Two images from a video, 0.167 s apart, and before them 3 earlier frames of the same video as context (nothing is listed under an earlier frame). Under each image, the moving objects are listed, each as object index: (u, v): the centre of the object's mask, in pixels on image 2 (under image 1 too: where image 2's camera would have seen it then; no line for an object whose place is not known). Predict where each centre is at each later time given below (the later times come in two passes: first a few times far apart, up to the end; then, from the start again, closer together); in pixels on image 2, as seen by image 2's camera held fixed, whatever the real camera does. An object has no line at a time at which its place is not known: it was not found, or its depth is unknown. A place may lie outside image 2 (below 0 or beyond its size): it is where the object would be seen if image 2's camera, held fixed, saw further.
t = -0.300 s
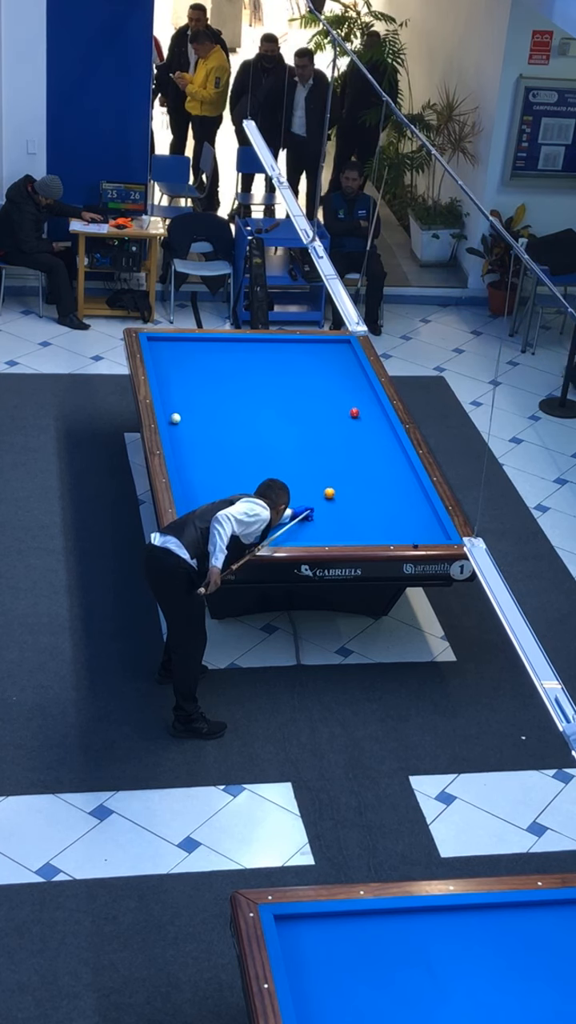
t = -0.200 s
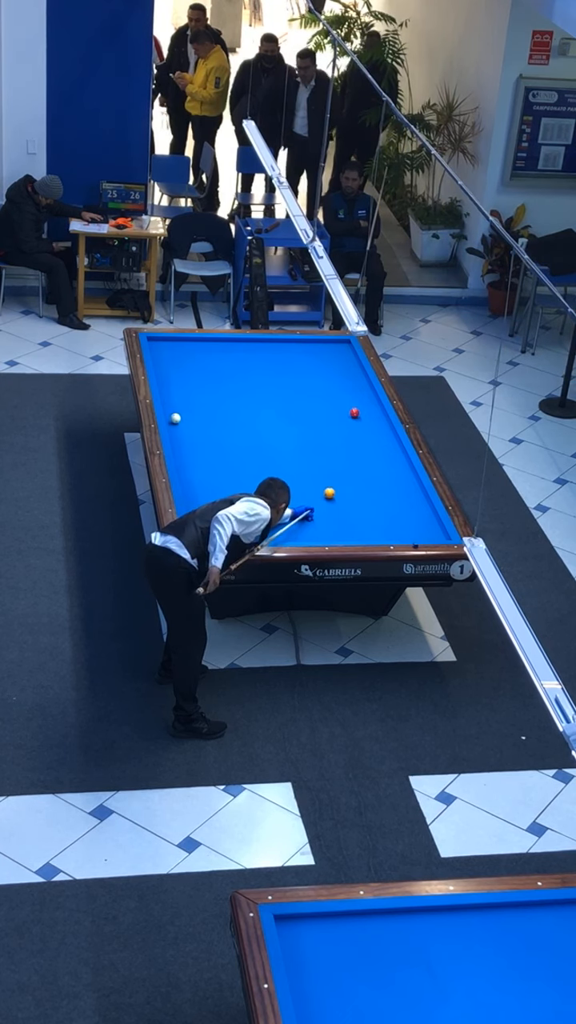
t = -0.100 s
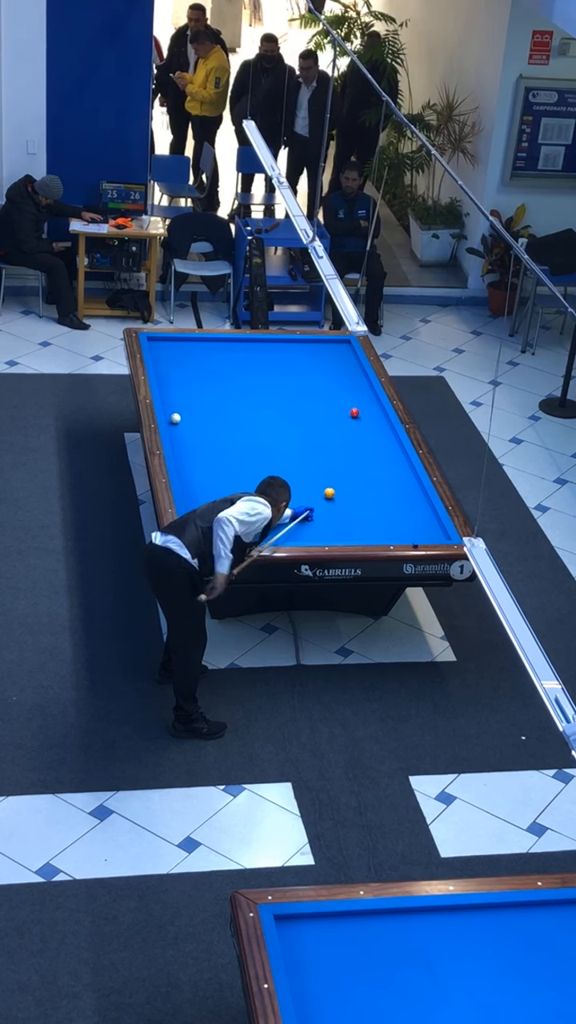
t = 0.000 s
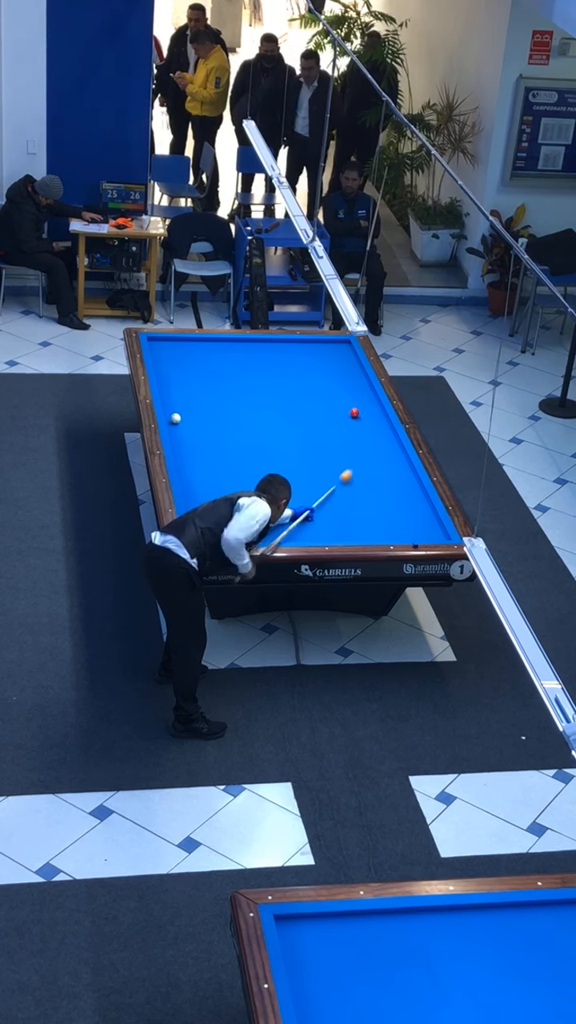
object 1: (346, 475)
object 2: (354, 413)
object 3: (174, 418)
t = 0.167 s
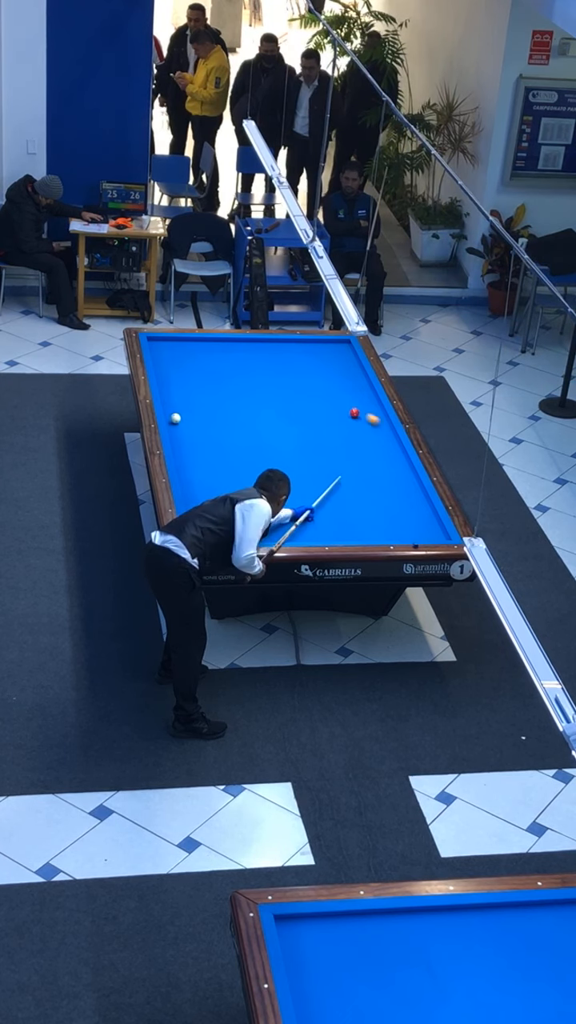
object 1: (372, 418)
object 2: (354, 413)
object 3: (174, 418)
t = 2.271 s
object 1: (167, 410)
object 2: (287, 394)
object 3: (175, 418)
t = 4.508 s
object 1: (325, 441)
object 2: (237, 490)
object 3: (193, 510)
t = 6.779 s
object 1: (389, 459)
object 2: (334, 527)
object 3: (199, 513)
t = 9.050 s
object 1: (370, 463)
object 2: (362, 502)
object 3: (193, 489)
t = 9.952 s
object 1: (370, 463)
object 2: (366, 497)
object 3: (191, 486)
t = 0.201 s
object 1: (364, 412)
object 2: (345, 410)
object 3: (174, 418)
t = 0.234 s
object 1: (367, 408)
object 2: (326, 406)
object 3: (174, 418)
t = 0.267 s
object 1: (369, 404)
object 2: (308, 401)
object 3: (174, 418)
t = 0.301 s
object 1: (371, 401)
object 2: (290, 397)
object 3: (174, 418)
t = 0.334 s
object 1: (373, 397)
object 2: (273, 393)
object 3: (174, 418)
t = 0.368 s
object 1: (371, 393)
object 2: (256, 389)
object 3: (174, 418)
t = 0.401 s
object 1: (367, 389)
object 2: (240, 384)
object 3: (174, 418)
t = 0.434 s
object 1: (363, 386)
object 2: (224, 380)
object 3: (174, 418)
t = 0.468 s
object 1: (359, 382)
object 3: (174, 418)
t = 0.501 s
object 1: (355, 379)
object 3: (174, 418)
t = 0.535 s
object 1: (352, 375)
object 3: (174, 418)
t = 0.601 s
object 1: (345, 369)
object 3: (174, 418)
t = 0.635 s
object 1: (341, 365)
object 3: (174, 418)
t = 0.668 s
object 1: (338, 362)
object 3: (174, 418)
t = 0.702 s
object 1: (334, 359)
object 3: (174, 418)
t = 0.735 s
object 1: (331, 356)
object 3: (174, 418)
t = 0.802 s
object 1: (324, 349)
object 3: (174, 418)
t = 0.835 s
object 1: (321, 346)
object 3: (174, 418)
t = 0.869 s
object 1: (318, 343)
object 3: (174, 418)
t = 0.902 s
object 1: (315, 340)
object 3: (174, 418)
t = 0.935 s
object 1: (311, 342)
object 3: (174, 418)
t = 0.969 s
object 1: (308, 345)
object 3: (174, 418)
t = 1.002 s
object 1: (305, 347)
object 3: (174, 418)
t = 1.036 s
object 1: (301, 349)
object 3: (174, 418)
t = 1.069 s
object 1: (298, 351)
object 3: (174, 418)
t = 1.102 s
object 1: (295, 353)
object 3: (174, 418)
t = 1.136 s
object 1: (291, 355)
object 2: (279, 346)
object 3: (174, 418)
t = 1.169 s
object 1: (288, 357)
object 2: (286, 347)
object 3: (174, 418)
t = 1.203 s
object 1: (284, 358)
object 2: (293, 349)
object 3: (174, 418)
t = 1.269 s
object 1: (277, 361)
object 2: (307, 351)
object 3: (174, 418)
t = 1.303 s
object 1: (273, 363)
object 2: (313, 352)
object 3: (174, 418)
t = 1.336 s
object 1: (270, 364)
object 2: (320, 353)
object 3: (174, 418)
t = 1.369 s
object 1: (266, 366)
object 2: (326, 354)
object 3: (174, 418)
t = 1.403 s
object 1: (263, 368)
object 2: (334, 355)
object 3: (174, 418)
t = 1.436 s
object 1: (259, 369)
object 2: (340, 357)
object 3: (174, 418)
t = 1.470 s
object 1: (256, 371)
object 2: (347, 358)
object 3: (174, 418)
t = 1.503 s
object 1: (252, 373)
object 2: (354, 359)
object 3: (174, 418)
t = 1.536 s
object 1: (248, 374)
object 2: (352, 360)
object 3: (174, 418)
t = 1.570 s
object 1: (245, 376)
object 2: (348, 362)
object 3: (174, 418)
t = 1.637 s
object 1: (238, 379)
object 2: (341, 365)
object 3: (174, 418)
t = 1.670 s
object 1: (234, 380)
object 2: (337, 366)
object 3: (174, 418)
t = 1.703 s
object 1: (230, 382)
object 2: (334, 368)
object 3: (174, 418)
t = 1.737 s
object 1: (227, 383)
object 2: (332, 369)
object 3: (174, 418)
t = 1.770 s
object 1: (223, 385)
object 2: (329, 371)
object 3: (174, 418)
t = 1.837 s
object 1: (215, 388)
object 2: (323, 374)
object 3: (174, 418)
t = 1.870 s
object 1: (212, 390)
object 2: (321, 375)
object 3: (174, 418)
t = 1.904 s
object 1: (208, 391)
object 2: (318, 377)
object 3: (174, 418)
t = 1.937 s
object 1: (204, 393)
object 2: (315, 378)
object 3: (174, 418)
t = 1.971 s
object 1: (201, 394)
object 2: (313, 380)
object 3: (174, 418)
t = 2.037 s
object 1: (193, 398)
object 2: (307, 383)
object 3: (174, 418)
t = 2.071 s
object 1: (189, 399)
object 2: (304, 384)
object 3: (174, 418)
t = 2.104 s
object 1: (185, 401)
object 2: (301, 386)
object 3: (174, 418)
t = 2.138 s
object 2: (298, 387)
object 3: (174, 418)
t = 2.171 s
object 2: (296, 389)
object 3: (174, 418)
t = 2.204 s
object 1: (173, 406)
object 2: (293, 391)
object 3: (174, 418)
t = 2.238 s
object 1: (169, 408)
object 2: (290, 392)
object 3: (175, 418)
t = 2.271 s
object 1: (167, 410)
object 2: (287, 394)
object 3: (175, 418)
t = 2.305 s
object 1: (170, 411)
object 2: (284, 395)
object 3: (175, 418)
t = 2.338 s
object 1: (174, 412)
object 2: (281, 397)
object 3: (175, 419)
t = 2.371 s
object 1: (178, 412)
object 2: (279, 399)
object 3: (175, 421)
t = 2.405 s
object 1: (181, 413)
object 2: (275, 400)
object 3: (175, 422)
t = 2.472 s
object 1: (186, 415)
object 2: (270, 403)
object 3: (176, 425)
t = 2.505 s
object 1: (188, 415)
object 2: (267, 405)
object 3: (176, 427)
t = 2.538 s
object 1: (191, 416)
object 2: (264, 406)
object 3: (176, 428)
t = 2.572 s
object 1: (193, 416)
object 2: (261, 408)
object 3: (176, 430)
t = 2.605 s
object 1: (196, 417)
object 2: (258, 410)
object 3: (177, 431)
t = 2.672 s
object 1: (201, 417)
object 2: (252, 413)
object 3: (177, 434)
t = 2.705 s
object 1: (203, 418)
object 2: (249, 415)
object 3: (177, 435)
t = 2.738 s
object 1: (205, 418)
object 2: (246, 416)
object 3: (177, 437)
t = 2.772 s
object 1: (208, 419)
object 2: (243, 418)
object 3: (178, 438)
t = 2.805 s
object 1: (211, 419)
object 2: (240, 419)
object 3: (178, 439)
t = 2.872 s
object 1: (215, 420)
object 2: (234, 423)
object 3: (178, 442)
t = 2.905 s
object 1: (218, 421)
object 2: (231, 424)
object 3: (178, 444)
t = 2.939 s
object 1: (220, 421)
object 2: (228, 426)
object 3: (179, 445)
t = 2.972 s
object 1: (222, 421)
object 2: (225, 428)
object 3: (179, 446)
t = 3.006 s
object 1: (225, 421)
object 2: (222, 430)
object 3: (179, 448)
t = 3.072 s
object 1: (230, 423)
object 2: (216, 433)
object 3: (179, 451)
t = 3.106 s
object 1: (232, 423)
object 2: (213, 434)
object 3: (179, 452)
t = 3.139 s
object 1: (235, 424)
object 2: (210, 436)
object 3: (180, 454)
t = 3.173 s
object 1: (237, 424)
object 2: (207, 438)
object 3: (180, 455)
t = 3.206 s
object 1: (239, 425)
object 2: (204, 439)
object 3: (180, 456)
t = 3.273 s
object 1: (244, 426)
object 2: (197, 443)
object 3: (180, 459)
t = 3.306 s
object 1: (246, 426)
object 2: (195, 445)
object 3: (181, 460)
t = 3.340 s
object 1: (249, 426)
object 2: (191, 446)
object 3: (181, 462)
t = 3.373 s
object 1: (251, 427)
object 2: (188, 448)
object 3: (181, 463)
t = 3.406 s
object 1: (253, 427)
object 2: (185, 450)
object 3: (181, 465)
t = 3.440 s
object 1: (256, 428)
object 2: (182, 451)
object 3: (181, 466)
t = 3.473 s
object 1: (258, 428)
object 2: (179, 453)
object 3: (181, 468)
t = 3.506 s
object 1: (260, 428)
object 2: (177, 455)
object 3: (182, 469)
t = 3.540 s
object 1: (262, 429)
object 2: (180, 456)
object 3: (182, 471)
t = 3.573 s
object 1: (265, 429)
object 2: (183, 457)
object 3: (182, 472)
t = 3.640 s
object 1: (269, 430)
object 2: (187, 459)
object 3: (182, 475)
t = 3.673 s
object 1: (272, 431)
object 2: (189, 461)
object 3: (183, 476)
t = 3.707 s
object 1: (274, 431)
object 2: (191, 462)
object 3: (183, 478)
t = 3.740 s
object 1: (276, 432)
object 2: (192, 463)
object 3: (183, 479)
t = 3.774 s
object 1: (278, 432)
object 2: (195, 464)
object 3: (183, 480)
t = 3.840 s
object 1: (283, 433)
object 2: (198, 467)
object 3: (184, 483)
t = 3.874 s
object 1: (285, 433)
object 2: (200, 468)
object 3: (184, 485)
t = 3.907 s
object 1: (287, 434)
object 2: (202, 469)
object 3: (185, 486)
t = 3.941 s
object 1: (289, 434)
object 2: (204, 470)
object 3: (185, 487)
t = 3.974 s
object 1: (292, 434)
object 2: (206, 471)
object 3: (186, 489)
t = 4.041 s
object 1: (296, 435)
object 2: (210, 474)
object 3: (187, 491)
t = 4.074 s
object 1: (298, 436)
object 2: (212, 475)
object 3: (187, 493)
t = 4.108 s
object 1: (300, 436)
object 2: (214, 476)
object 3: (188, 494)
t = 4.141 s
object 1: (302, 437)
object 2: (216, 477)
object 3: (188, 495)
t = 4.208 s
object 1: (307, 437)
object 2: (220, 480)
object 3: (189, 498)
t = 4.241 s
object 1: (308, 438)
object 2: (221, 481)
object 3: (189, 500)
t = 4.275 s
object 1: (310, 438)
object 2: (224, 482)
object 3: (190, 501)
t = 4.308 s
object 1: (313, 439)
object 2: (225, 483)
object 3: (190, 502)
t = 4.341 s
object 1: (315, 439)
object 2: (227, 484)
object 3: (191, 504)
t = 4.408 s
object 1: (319, 440)
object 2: (231, 487)
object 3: (192, 507)
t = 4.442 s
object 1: (321, 440)
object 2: (233, 488)
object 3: (192, 508)
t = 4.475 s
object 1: (323, 441)
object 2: (235, 489)
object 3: (193, 509)
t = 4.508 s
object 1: (325, 441)
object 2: (237, 490)
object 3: (193, 510)
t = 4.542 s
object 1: (327, 441)
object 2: (239, 491)
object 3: (194, 512)
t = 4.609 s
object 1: (331, 442)
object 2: (243, 494)
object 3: (194, 515)
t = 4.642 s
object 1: (333, 442)
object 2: (245, 495)
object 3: (195, 516)
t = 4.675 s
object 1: (335, 443)
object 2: (246, 496)
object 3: (195, 517)
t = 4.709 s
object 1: (337, 443)
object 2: (248, 497)
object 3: (196, 519)
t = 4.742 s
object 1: (339, 444)
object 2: (250, 498)
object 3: (196, 520)
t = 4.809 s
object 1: (343, 444)
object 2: (254, 501)
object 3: (197, 523)
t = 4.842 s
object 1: (345, 445)
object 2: (256, 502)
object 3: (198, 524)
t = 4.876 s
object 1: (347, 445)
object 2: (258, 503)
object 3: (198, 525)
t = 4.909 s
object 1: (349, 445)
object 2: (259, 504)
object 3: (199, 526)
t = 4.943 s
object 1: (351, 446)
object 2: (261, 505)
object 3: (199, 528)
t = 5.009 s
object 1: (355, 447)
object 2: (265, 508)
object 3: (200, 530)
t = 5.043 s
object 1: (356, 447)
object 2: (267, 509)
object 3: (200, 532)
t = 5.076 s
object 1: (358, 447)
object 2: (269, 510)
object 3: (201, 533)
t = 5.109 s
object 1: (360, 448)
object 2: (271, 511)
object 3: (202, 534)
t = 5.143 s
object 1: (362, 448)
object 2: (272, 512)
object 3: (202, 536)
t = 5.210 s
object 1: (366, 449)
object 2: (276, 515)
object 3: (203, 537)
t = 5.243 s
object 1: (367, 449)
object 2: (278, 515)
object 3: (203, 539)
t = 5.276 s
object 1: (370, 450)
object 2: (280, 517)
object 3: (204, 539)
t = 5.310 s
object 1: (371, 450)
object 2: (282, 518)
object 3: (204, 540)
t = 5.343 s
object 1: (373, 450)
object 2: (283, 519)
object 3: (204, 539)
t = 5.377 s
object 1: (375, 450)
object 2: (285, 520)
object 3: (204, 538)
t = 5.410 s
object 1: (377, 451)
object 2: (287, 521)
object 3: (204, 538)
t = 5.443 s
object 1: (379, 451)
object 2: (289, 522)
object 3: (203, 537)
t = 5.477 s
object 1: (380, 452)
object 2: (291, 523)
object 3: (203, 537)
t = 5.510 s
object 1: (382, 452)
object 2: (293, 524)
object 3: (203, 536)
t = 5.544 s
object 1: (384, 453)
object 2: (295, 526)
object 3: (203, 536)
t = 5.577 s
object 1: (386, 453)
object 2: (296, 527)
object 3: (203, 535)
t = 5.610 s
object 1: (387, 453)
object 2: (298, 528)
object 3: (203, 535)
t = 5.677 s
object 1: (391, 454)
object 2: (302, 530)
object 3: (203, 533)
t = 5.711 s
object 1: (392, 454)
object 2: (304, 531)
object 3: (202, 533)
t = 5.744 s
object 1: (394, 455)
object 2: (306, 532)
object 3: (202, 532)
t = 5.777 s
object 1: (396, 455)
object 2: (307, 533)
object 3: (202, 531)
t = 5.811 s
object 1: (397, 455)
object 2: (309, 534)
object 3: (202, 530)
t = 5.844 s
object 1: (399, 456)
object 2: (311, 535)
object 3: (202, 530)
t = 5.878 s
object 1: (401, 456)
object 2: (313, 536)
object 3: (202, 529)
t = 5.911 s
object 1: (403, 456)
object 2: (314, 536)
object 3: (202, 528)
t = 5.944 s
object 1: (403, 457)
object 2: (316, 537)
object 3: (202, 528)
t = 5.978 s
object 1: (403, 457)
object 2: (318, 538)
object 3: (202, 527)
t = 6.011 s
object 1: (402, 457)
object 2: (320, 538)
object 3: (202, 527)
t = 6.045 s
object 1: (402, 457)
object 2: (321, 538)
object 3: (202, 526)
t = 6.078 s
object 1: (401, 457)
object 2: (321, 538)
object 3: (202, 525)
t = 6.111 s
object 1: (400, 457)
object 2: (322, 537)
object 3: (202, 525)
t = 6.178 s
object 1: (399, 457)
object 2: (323, 537)
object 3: (201, 523)
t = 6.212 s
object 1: (398, 457)
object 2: (324, 536)
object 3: (201, 523)
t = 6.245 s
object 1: (398, 457)
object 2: (325, 536)
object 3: (201, 522)
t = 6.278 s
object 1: (397, 458)
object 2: (325, 536)
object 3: (201, 522)
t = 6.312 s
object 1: (396, 458)
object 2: (326, 535)
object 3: (201, 521)
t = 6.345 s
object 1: (396, 458)
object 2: (327, 535)
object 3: (201, 521)
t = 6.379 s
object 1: (395, 458)
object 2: (327, 534)
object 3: (201, 520)
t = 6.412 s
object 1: (395, 458)
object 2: (328, 534)
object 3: (201, 519)
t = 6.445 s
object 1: (394, 458)
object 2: (329, 533)
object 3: (200, 519)
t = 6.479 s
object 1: (394, 458)
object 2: (329, 533)
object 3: (200, 518)
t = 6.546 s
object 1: (392, 458)
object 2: (331, 531)
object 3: (200, 517)
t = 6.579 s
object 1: (392, 459)
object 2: (331, 531)
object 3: (200, 516)
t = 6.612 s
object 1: (391, 459)
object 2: (332, 530)
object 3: (200, 516)
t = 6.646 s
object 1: (391, 459)
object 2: (332, 530)
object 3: (200, 515)
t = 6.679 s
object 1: (390, 459)
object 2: (333, 529)
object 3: (200, 515)
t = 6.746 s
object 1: (389, 459)
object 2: (334, 528)
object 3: (199, 514)
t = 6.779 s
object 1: (389, 459)
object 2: (334, 527)
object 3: (199, 513)
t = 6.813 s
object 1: (388, 459)
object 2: (335, 527)
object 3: (199, 513)
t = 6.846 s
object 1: (388, 459)
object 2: (336, 527)
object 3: (199, 512)
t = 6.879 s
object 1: (387, 459)
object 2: (336, 526)
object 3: (199, 512)
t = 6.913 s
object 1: (387, 459)
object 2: (337, 526)
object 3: (199, 511)
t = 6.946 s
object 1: (387, 459)
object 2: (337, 525)
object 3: (199, 511)
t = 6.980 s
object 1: (386, 460)
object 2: (338, 525)
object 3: (199, 510)
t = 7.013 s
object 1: (386, 460)
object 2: (338, 524)
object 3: (199, 510)
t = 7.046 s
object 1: (385, 460)
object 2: (339, 523)
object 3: (199, 509)
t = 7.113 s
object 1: (384, 460)
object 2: (340, 523)
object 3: (198, 508)
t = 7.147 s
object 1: (383, 460)
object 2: (341, 522)
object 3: (198, 508)
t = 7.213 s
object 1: (383, 460)
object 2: (342, 521)
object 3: (198, 507)
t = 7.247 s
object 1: (382, 460)
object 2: (342, 520)
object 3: (198, 506)
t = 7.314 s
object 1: (381, 460)
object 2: (343, 519)
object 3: (198, 505)
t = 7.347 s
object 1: (381, 461)
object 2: (344, 519)
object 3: (197, 505)
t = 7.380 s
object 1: (381, 461)
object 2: (344, 519)
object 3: (197, 504)
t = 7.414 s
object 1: (380, 461)
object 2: (345, 518)
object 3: (197, 504)
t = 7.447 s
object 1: (380, 461)
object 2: (345, 518)
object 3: (197, 504)
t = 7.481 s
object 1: (379, 461)
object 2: (346, 517)
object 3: (197, 503)
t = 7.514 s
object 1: (379, 461)
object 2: (346, 517)
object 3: (197, 503)
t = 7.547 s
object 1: (379, 461)
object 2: (346, 516)
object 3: (197, 502)
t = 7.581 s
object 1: (379, 461)
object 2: (347, 516)
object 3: (197, 502)
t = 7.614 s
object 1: (378, 461)
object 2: (347, 516)
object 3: (196, 501)
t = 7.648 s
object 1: (378, 461)
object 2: (348, 515)
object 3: (196, 501)
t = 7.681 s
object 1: (378, 461)
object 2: (348, 515)
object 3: (196, 501)
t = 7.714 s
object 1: (377, 461)
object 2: (349, 514)
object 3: (196, 500)
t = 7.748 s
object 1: (377, 461)
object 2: (349, 514)
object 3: (196, 500)
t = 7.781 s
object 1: (377, 461)
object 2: (350, 514)
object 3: (196, 500)
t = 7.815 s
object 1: (376, 462)
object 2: (350, 513)
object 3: (196, 499)
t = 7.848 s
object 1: (376, 462)
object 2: (350, 513)
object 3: (196, 499)
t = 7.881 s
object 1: (376, 462)
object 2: (351, 513)
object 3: (196, 499)
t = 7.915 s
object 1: (376, 462)
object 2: (351, 512)
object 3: (196, 498)
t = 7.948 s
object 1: (375, 462)
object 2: (352, 512)
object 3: (196, 498)
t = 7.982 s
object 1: (375, 462)
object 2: (352, 511)
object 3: (195, 498)
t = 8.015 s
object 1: (375, 462)
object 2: (352, 511)
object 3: (195, 497)
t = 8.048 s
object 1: (375, 462)
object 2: (353, 511)
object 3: (195, 497)
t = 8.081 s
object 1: (374, 462)
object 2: (353, 511)
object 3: (195, 497)
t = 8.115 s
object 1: (374, 462)
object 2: (353, 510)
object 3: (195, 496)
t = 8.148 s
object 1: (374, 462)
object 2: (354, 510)
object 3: (195, 496)
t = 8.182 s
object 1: (374, 462)
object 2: (354, 509)
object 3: (195, 496)
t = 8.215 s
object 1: (374, 462)
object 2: (354, 509)
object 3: (195, 496)
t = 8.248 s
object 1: (373, 462)
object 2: (355, 509)
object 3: (195, 495)
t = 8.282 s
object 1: (373, 462)
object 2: (355, 508)
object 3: (195, 495)
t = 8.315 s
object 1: (373, 462)
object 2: (355, 508)
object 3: (194, 495)
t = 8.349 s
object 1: (373, 462)
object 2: (356, 508)
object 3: (194, 494)
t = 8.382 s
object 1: (372, 462)
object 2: (356, 507)
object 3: (194, 494)
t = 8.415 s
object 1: (372, 462)
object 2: (356, 507)
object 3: (194, 494)
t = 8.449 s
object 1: (372, 462)
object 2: (357, 507)
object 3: (194, 494)
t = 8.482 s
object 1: (372, 463)
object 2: (357, 507)
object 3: (194, 493)
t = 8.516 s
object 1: (372, 463)
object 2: (357, 506)
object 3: (194, 493)
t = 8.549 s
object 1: (371, 463)
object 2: (358, 506)
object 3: (194, 493)
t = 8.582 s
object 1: (371, 463)
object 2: (358, 506)
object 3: (194, 492)
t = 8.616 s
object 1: (371, 463)
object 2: (358, 505)
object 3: (194, 492)
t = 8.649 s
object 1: (371, 463)
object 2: (359, 505)
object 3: (194, 492)
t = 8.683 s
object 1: (371, 463)
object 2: (359, 505)
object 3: (194, 492)
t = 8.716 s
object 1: (371, 463)
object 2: (359, 504)
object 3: (194, 492)
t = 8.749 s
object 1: (371, 463)
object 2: (359, 504)
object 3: (193, 491)
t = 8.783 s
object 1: (371, 463)
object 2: (360, 504)
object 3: (193, 491)
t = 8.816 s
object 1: (371, 463)
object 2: (360, 504)
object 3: (193, 491)
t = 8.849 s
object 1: (371, 463)
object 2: (360, 503)
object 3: (193, 491)
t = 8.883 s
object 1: (371, 463)
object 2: (360, 503)
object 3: (193, 490)
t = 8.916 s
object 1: (371, 463)
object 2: (361, 503)
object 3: (193, 490)
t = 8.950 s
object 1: (371, 463)
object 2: (361, 503)
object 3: (193, 490)
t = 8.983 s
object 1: (370, 463)
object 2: (361, 502)
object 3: (193, 490)
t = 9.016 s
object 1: (370, 463)
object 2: (361, 502)
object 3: (193, 489)
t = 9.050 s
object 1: (370, 463)
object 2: (362, 502)
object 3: (193, 489)
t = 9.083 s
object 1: (370, 463)
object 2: (362, 502)
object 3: (193, 489)
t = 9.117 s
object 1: (370, 463)
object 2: (362, 501)
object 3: (193, 489)
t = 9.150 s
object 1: (370, 463)
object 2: (362, 501)
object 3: (193, 489)
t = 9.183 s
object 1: (370, 463)
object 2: (362, 501)
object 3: (193, 489)
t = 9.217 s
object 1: (370, 463)
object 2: (362, 501)
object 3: (193, 488)
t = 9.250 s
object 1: (370, 463)
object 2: (363, 501)
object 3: (193, 488)
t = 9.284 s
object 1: (370, 463)
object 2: (363, 500)
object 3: (193, 488)
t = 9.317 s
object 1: (370, 463)
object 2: (363, 500)
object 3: (193, 488)
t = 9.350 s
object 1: (370, 463)
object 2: (363, 500)
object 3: (193, 488)
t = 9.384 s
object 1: (370, 463)
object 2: (364, 500)
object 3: (193, 488)
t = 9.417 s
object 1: (370, 463)
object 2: (364, 500)
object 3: (192, 488)
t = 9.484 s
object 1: (370, 463)
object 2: (364, 499)
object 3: (192, 487)
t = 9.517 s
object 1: (370, 463)
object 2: (364, 499)
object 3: (192, 487)
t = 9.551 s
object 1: (370, 463)
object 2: (364, 499)
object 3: (192, 487)
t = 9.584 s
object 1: (370, 463)
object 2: (364, 499)
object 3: (192, 487)
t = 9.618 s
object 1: (370, 463)
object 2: (364, 498)
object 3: (192, 487)
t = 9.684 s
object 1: (370, 463)
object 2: (365, 498)
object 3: (192, 487)
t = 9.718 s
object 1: (370, 463)
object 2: (365, 498)
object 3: (192, 486)
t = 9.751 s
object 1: (370, 463)
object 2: (365, 498)
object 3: (191, 486)
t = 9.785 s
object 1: (370, 463)
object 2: (365, 498)
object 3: (191, 486)
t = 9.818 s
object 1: (370, 463)
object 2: (365, 498)
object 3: (191, 486)
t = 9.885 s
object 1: (370, 463)
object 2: (365, 497)
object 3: (191, 486)
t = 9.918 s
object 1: (370, 463)
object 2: (366, 497)
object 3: (191, 486)
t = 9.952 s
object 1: (370, 463)
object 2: (366, 497)
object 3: (191, 486)
